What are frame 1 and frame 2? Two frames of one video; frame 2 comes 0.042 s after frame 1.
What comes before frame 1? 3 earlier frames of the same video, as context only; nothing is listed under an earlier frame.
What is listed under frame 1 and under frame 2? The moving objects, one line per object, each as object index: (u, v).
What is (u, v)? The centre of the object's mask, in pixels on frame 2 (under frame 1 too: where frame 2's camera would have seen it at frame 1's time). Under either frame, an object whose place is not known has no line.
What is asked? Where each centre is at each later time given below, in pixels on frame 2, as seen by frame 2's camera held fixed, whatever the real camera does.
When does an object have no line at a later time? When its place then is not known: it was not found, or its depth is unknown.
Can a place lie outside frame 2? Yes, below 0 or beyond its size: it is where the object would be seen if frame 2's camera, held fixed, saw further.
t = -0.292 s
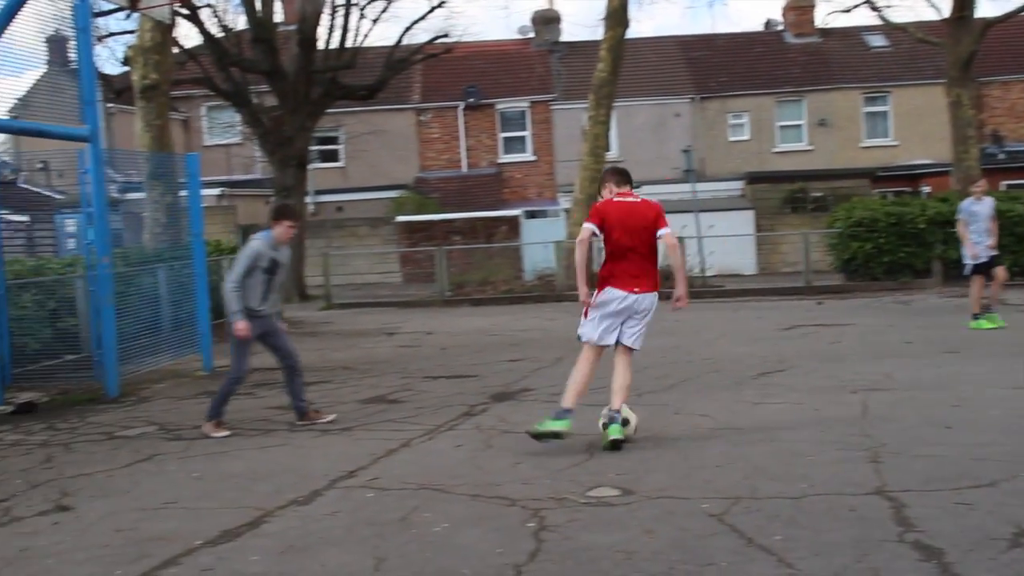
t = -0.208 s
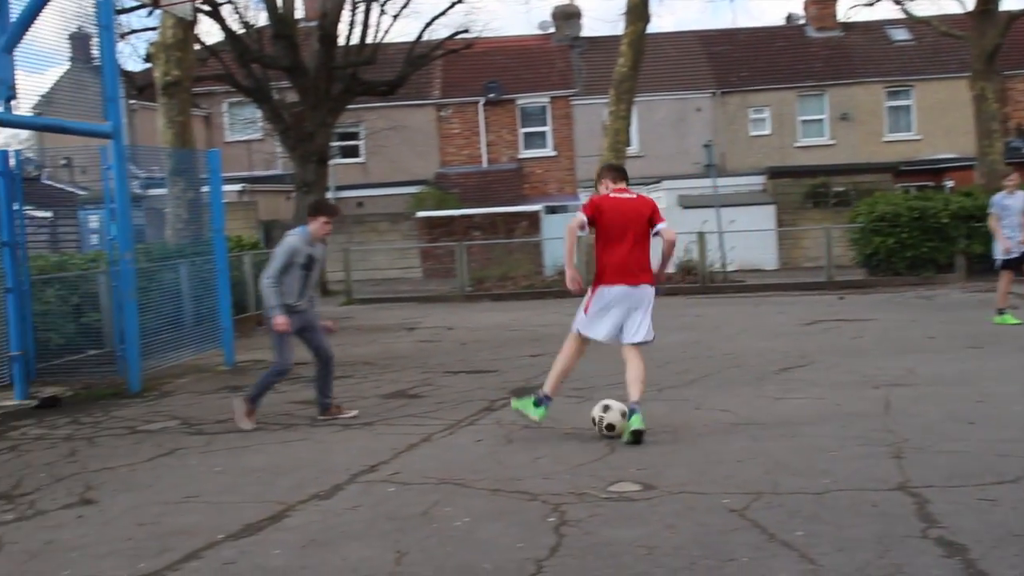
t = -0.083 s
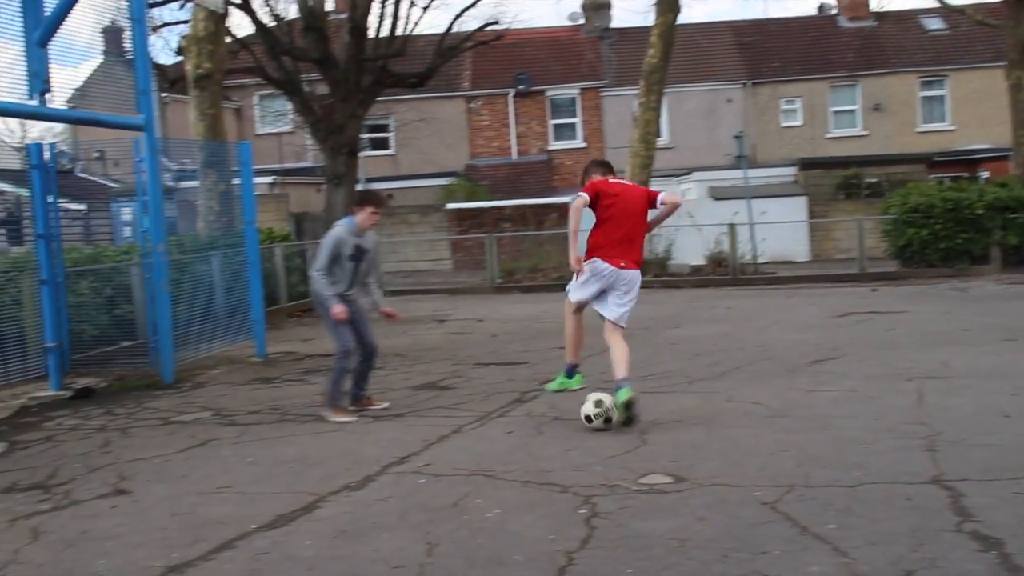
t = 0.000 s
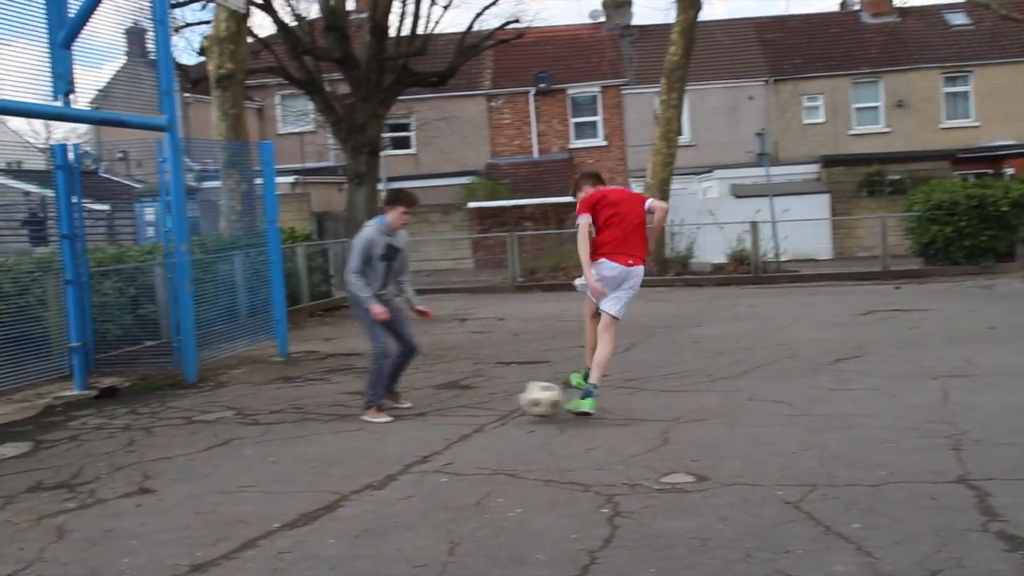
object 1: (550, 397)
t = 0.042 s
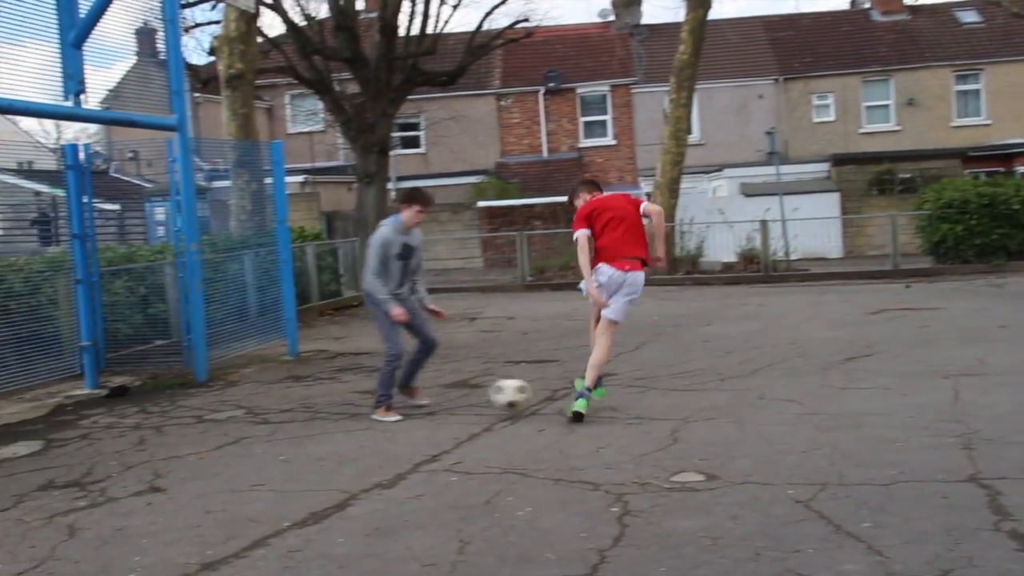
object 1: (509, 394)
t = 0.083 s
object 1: (469, 392)
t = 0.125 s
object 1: (434, 395)
